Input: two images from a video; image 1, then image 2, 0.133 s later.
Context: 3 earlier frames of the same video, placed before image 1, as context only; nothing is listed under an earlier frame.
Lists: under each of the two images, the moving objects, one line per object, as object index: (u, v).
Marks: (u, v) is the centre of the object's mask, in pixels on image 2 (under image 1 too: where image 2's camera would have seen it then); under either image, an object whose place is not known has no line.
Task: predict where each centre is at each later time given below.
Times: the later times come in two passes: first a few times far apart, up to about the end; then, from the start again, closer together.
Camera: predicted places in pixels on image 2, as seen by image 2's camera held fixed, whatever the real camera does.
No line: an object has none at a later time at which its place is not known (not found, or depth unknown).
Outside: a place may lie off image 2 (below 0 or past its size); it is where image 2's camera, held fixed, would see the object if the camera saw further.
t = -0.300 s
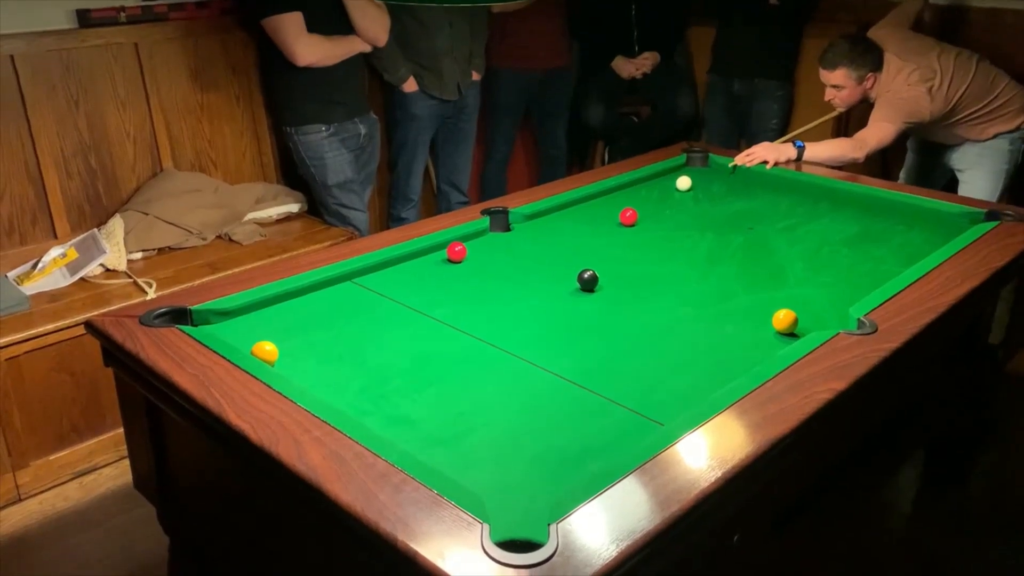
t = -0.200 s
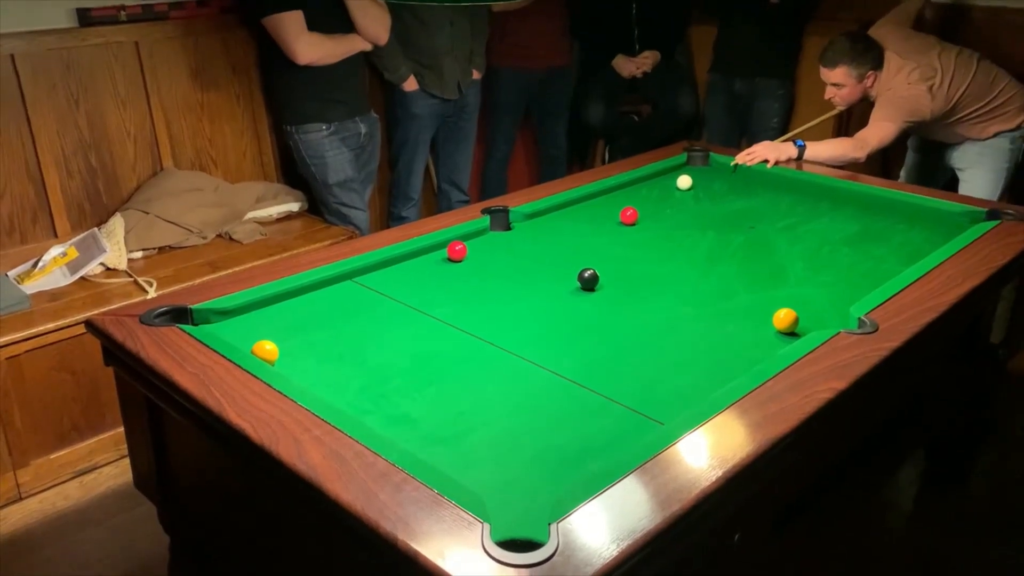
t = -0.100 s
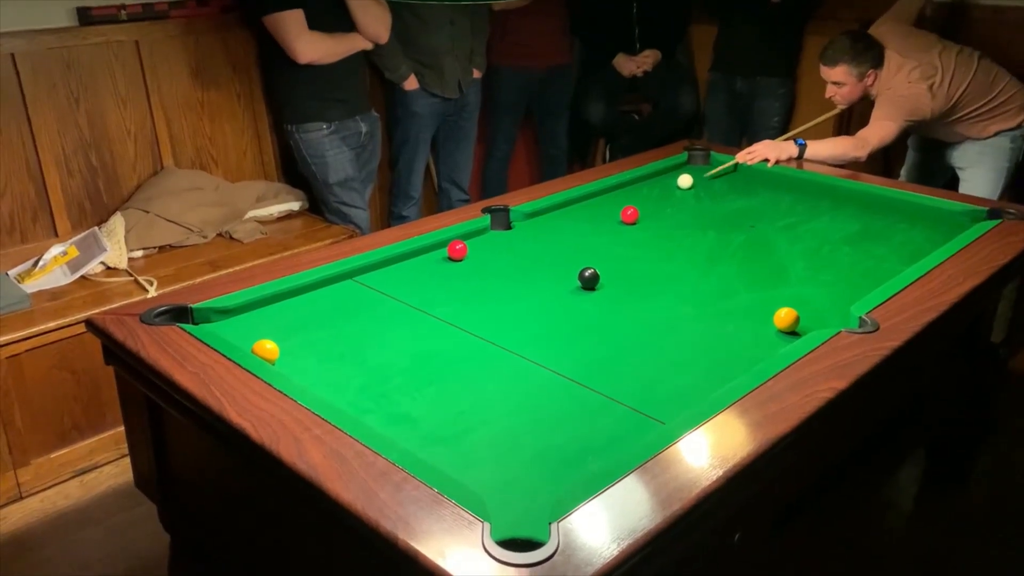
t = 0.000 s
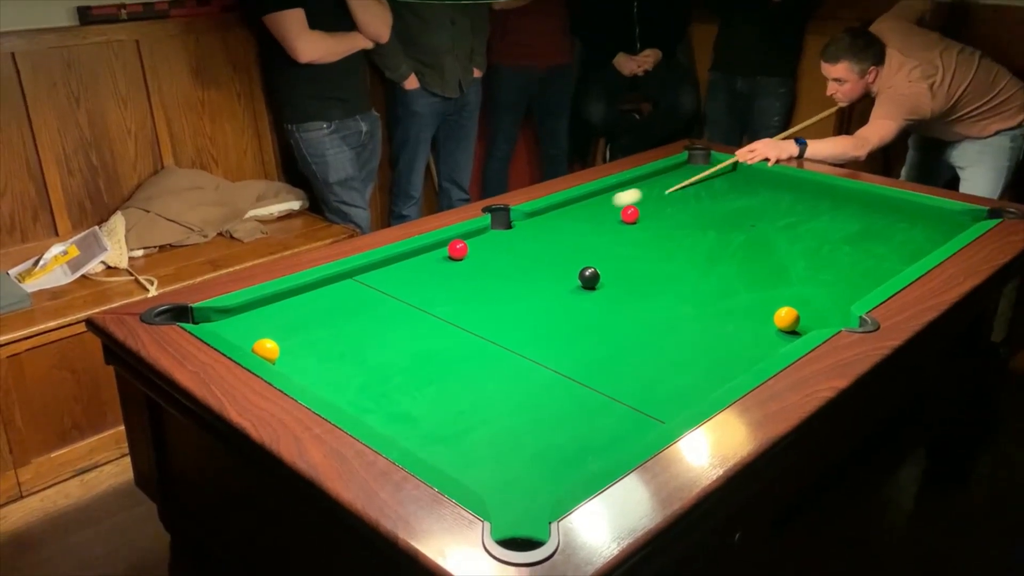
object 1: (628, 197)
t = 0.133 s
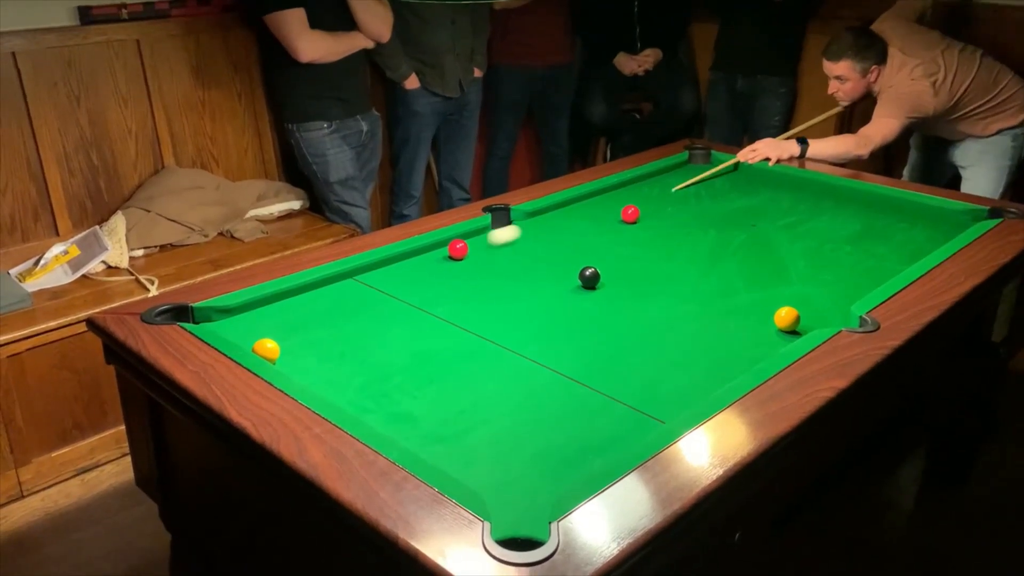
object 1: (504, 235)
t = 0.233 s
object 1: (481, 244)
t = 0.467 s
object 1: (511, 238)
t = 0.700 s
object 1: (538, 232)
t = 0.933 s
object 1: (563, 227)
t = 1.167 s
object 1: (586, 222)
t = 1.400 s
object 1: (606, 218)
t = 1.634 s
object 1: (614, 216)
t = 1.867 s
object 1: (615, 215)
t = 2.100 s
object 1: (614, 215)
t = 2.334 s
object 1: (614, 215)
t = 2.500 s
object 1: (613, 215)
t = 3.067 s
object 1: (611, 216)
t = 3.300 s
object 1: (612, 216)
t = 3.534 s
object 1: (611, 216)
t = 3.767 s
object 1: (611, 215)
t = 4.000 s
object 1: (612, 216)
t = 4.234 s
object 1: (612, 216)
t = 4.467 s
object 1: (612, 216)
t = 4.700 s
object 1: (612, 216)
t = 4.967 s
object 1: (612, 216)
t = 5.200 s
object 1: (612, 216)
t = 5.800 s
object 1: (612, 216)
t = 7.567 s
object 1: (612, 216)
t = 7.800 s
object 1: (612, 215)
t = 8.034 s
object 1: (612, 215)
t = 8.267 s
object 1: (612, 216)
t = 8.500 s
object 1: (612, 216)
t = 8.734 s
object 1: (612, 216)
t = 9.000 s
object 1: (612, 215)
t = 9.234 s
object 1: (612, 216)
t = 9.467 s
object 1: (612, 215)
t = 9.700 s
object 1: (612, 216)
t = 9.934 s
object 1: (612, 216)
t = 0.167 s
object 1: (476, 244)
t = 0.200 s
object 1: (477, 245)
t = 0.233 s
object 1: (481, 244)
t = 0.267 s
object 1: (485, 243)
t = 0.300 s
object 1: (490, 242)
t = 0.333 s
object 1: (494, 241)
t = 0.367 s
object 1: (498, 240)
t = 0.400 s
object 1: (502, 239)
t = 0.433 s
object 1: (507, 239)
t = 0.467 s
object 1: (511, 238)
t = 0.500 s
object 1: (515, 237)
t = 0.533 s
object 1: (519, 236)
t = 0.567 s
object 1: (523, 235)
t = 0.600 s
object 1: (527, 234)
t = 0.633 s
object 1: (531, 233)
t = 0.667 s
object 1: (535, 232)
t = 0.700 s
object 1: (538, 232)
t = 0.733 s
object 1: (542, 231)
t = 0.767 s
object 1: (546, 230)
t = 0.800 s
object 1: (549, 229)
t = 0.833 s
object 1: (553, 229)
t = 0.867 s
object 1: (556, 228)
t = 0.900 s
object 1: (560, 227)
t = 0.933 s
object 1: (563, 227)
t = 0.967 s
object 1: (567, 226)
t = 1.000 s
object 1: (570, 225)
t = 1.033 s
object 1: (573, 225)
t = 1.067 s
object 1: (576, 224)
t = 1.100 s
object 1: (580, 223)
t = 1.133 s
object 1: (583, 222)
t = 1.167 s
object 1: (586, 222)
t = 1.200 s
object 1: (589, 221)
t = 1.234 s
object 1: (592, 221)
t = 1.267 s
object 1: (595, 220)
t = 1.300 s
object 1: (598, 219)
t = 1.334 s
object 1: (600, 219)
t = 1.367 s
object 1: (603, 218)
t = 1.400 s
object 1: (606, 218)
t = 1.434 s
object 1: (609, 217)
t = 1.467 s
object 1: (611, 217)
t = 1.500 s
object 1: (613, 216)
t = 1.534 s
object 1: (614, 216)
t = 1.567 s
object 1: (614, 216)
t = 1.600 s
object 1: (614, 216)
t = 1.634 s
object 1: (614, 216)
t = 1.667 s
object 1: (614, 216)
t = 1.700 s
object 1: (614, 215)
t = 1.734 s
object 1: (614, 215)
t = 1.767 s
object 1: (615, 215)
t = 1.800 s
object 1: (615, 215)
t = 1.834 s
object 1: (615, 215)
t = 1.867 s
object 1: (615, 215)
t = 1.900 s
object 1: (615, 215)
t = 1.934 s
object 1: (615, 215)
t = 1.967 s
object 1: (615, 215)
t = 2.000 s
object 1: (615, 215)
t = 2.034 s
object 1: (615, 215)
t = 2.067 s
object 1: (615, 215)
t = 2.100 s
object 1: (614, 215)
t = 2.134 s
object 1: (614, 215)
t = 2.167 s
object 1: (614, 215)
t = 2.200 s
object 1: (614, 215)
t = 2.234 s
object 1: (614, 215)
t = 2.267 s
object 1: (614, 215)
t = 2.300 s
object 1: (614, 215)
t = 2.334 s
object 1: (614, 215)
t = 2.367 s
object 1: (614, 215)
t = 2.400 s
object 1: (613, 215)
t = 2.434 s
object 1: (613, 215)
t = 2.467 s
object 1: (613, 215)
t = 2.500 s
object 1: (613, 215)
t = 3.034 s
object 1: (611, 215)
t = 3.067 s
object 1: (611, 216)
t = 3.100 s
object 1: (611, 215)
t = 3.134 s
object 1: (611, 216)
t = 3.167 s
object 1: (612, 215)
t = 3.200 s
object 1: (611, 215)
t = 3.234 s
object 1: (611, 215)
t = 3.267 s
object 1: (611, 215)
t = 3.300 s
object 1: (612, 216)
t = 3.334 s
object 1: (611, 215)
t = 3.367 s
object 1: (611, 215)
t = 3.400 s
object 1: (611, 216)
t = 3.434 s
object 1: (611, 216)
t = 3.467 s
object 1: (611, 216)
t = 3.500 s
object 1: (611, 216)
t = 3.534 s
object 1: (611, 216)
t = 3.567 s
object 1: (612, 215)
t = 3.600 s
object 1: (612, 215)
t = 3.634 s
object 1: (611, 216)
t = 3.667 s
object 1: (611, 215)
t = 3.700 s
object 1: (611, 215)
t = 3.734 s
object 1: (611, 216)
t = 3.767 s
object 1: (611, 215)
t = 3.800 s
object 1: (611, 216)
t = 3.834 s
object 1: (611, 216)
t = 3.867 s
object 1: (611, 216)
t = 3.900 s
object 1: (611, 216)
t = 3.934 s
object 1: (612, 215)
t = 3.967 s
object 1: (611, 216)
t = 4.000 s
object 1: (612, 216)
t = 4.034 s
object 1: (612, 216)
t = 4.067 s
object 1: (612, 216)
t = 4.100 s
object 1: (612, 216)
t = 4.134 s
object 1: (612, 216)
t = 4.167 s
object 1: (612, 216)
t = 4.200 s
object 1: (612, 216)
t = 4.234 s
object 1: (612, 216)
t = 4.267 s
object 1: (612, 216)
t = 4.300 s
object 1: (612, 216)
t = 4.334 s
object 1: (611, 216)
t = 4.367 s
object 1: (611, 216)
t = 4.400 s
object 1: (612, 215)
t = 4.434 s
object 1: (612, 216)
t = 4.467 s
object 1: (612, 216)
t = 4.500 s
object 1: (612, 215)
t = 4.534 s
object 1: (612, 216)
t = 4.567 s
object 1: (612, 216)
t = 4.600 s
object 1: (612, 216)
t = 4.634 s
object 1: (612, 216)
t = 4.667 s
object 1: (612, 216)
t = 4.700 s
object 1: (612, 216)
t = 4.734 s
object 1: (612, 216)
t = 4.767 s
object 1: (612, 216)
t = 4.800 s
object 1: (612, 215)
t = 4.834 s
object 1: (612, 216)
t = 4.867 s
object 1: (612, 216)
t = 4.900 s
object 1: (612, 216)
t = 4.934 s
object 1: (612, 216)
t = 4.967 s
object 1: (612, 216)
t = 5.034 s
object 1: (612, 216)
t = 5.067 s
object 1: (612, 216)
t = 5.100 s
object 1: (612, 216)
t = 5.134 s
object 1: (612, 216)
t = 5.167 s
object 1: (612, 216)
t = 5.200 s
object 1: (612, 216)
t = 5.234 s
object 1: (612, 216)
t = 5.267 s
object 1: (612, 216)
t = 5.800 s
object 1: (612, 216)
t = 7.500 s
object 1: (612, 216)
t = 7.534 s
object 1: (612, 216)
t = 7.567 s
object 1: (612, 216)
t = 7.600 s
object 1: (612, 216)
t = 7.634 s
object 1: (612, 216)
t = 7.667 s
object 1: (612, 216)
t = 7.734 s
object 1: (612, 215)
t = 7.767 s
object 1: (612, 215)
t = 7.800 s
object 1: (612, 215)
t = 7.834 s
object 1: (612, 215)
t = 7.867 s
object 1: (612, 215)
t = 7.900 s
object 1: (612, 215)
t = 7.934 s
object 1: (612, 216)
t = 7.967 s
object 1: (612, 215)
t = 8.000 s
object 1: (612, 215)
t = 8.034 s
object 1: (612, 215)
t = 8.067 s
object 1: (612, 216)
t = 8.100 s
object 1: (612, 215)
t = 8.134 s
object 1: (612, 216)
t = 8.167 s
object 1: (612, 216)
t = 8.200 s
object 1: (612, 216)
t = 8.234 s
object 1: (612, 216)
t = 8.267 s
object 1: (612, 216)
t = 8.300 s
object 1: (612, 216)
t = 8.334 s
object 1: (612, 216)
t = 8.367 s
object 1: (612, 216)
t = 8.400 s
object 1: (612, 216)
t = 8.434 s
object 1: (612, 216)
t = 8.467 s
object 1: (612, 216)
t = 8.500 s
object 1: (612, 216)
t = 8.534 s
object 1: (612, 216)
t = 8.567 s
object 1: (612, 216)
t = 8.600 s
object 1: (612, 216)
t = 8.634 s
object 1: (612, 216)
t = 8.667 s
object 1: (612, 215)
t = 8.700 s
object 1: (612, 216)
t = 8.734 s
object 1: (612, 216)
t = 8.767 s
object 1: (612, 216)
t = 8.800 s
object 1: (612, 216)
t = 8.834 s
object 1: (612, 216)
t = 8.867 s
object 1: (612, 216)
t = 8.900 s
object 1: (612, 216)
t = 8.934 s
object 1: (612, 215)
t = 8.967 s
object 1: (612, 216)
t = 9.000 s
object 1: (612, 215)
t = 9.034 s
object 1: (612, 216)
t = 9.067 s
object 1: (612, 216)
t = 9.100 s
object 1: (612, 216)
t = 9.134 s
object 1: (612, 216)
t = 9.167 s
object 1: (612, 216)
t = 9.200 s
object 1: (612, 215)
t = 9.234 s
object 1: (612, 216)
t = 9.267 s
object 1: (612, 216)
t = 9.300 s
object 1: (612, 215)
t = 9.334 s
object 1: (612, 216)
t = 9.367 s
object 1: (612, 216)
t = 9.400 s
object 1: (612, 216)
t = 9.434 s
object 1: (612, 216)
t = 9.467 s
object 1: (612, 215)
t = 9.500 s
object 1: (612, 216)
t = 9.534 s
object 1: (612, 216)
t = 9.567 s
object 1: (612, 216)
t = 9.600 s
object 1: (612, 216)
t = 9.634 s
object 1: (612, 216)
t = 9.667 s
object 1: (612, 216)
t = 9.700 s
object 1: (612, 216)
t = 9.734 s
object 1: (612, 216)
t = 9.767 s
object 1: (612, 216)
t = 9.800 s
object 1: (612, 216)
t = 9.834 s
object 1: (612, 216)
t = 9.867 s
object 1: (612, 215)
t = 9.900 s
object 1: (612, 216)
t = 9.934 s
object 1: (612, 216)
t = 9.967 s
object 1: (612, 215)
